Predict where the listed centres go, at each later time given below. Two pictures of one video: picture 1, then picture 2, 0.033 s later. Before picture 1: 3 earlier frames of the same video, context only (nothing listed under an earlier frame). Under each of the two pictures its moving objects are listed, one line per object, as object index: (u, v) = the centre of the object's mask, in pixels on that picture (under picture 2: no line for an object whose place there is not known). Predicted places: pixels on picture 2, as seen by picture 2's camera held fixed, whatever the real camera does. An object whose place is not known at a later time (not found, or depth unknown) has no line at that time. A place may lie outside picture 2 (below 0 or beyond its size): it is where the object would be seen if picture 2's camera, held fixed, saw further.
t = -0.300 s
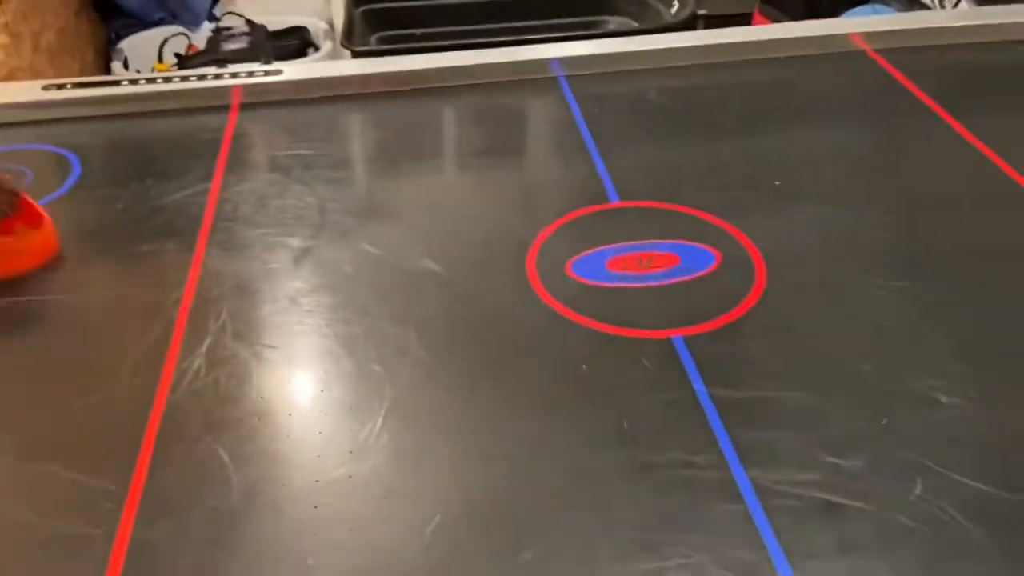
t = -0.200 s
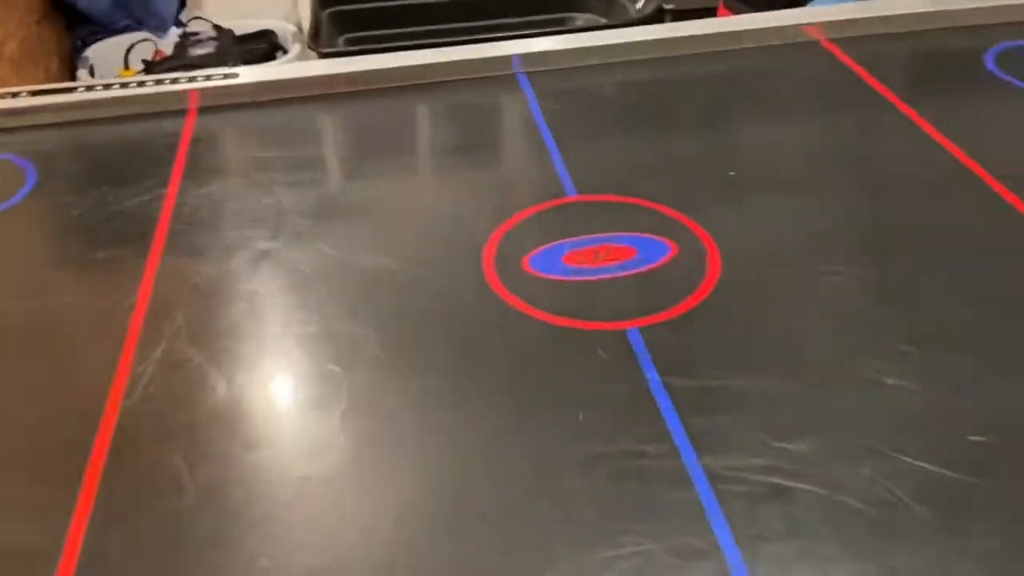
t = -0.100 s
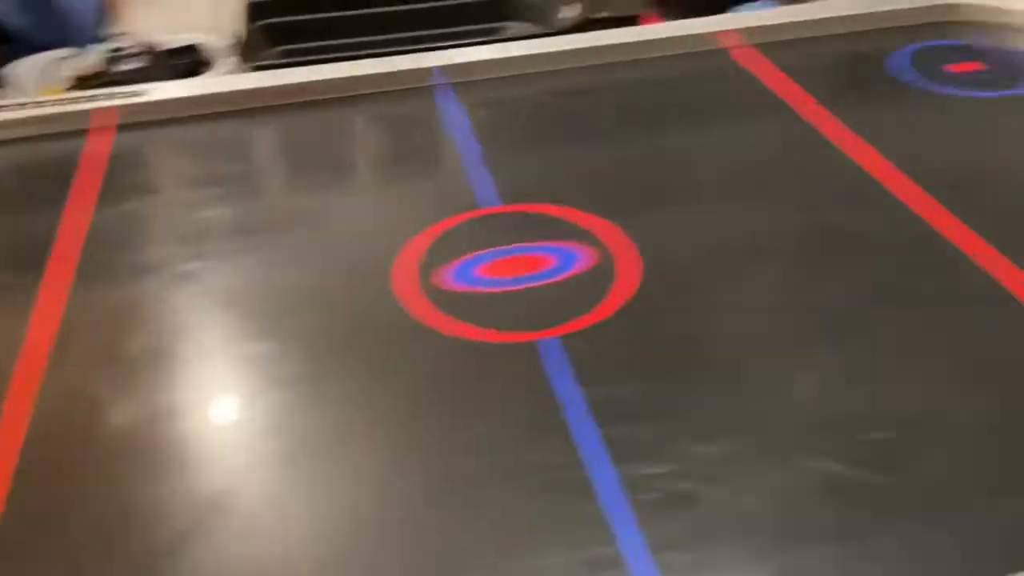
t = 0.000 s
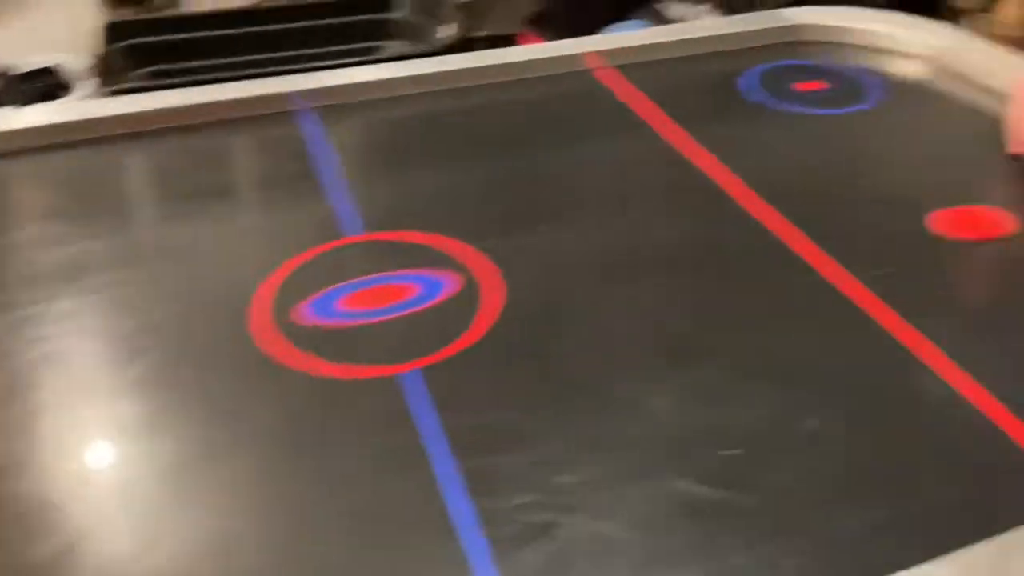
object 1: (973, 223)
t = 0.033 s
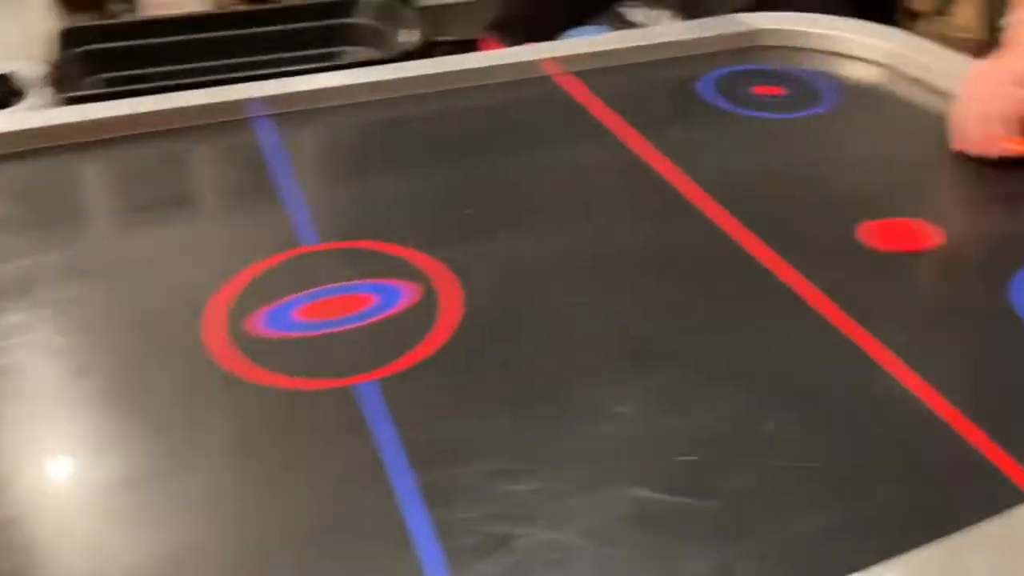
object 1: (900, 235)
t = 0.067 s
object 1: (875, 244)
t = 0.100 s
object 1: (850, 254)
